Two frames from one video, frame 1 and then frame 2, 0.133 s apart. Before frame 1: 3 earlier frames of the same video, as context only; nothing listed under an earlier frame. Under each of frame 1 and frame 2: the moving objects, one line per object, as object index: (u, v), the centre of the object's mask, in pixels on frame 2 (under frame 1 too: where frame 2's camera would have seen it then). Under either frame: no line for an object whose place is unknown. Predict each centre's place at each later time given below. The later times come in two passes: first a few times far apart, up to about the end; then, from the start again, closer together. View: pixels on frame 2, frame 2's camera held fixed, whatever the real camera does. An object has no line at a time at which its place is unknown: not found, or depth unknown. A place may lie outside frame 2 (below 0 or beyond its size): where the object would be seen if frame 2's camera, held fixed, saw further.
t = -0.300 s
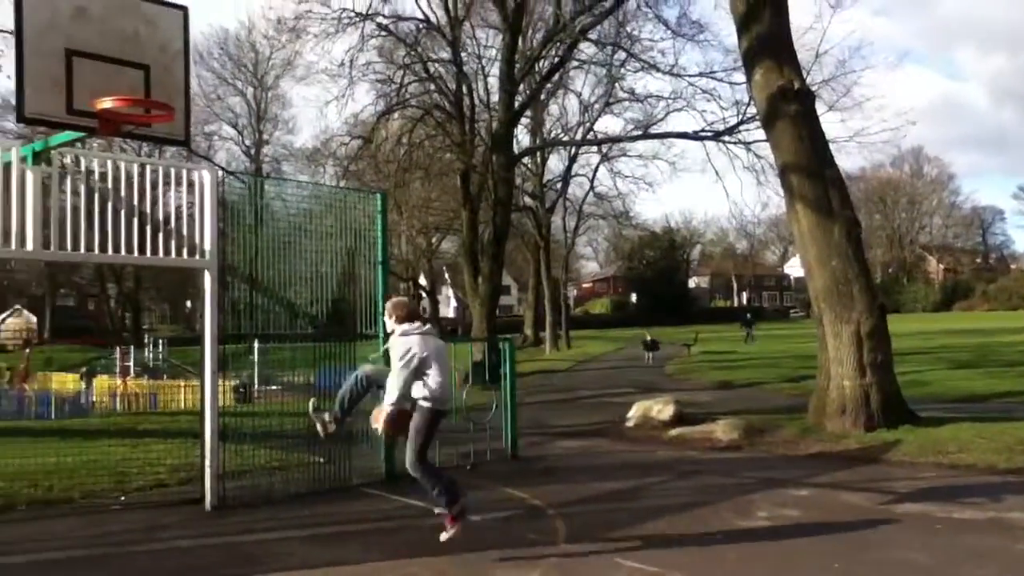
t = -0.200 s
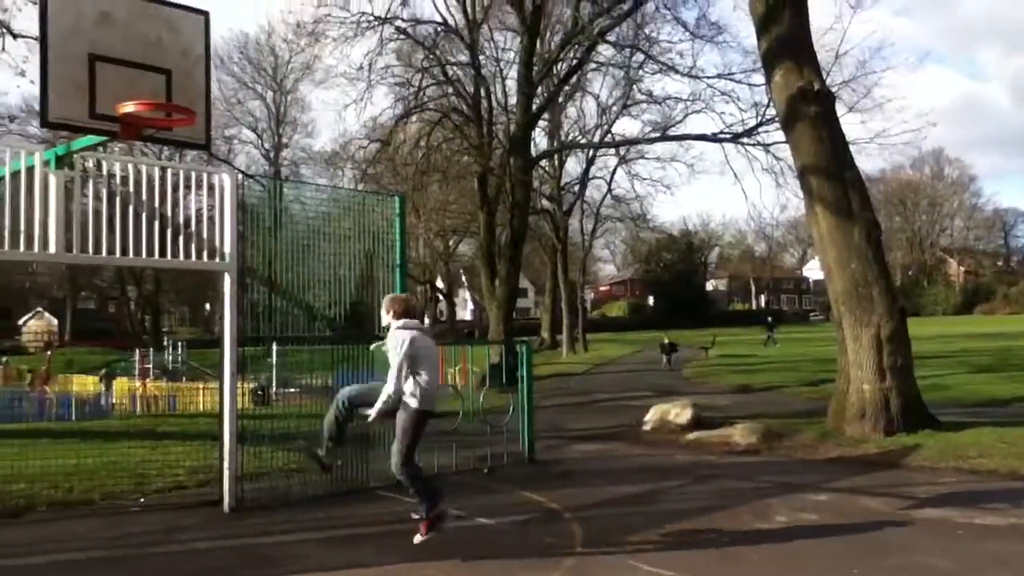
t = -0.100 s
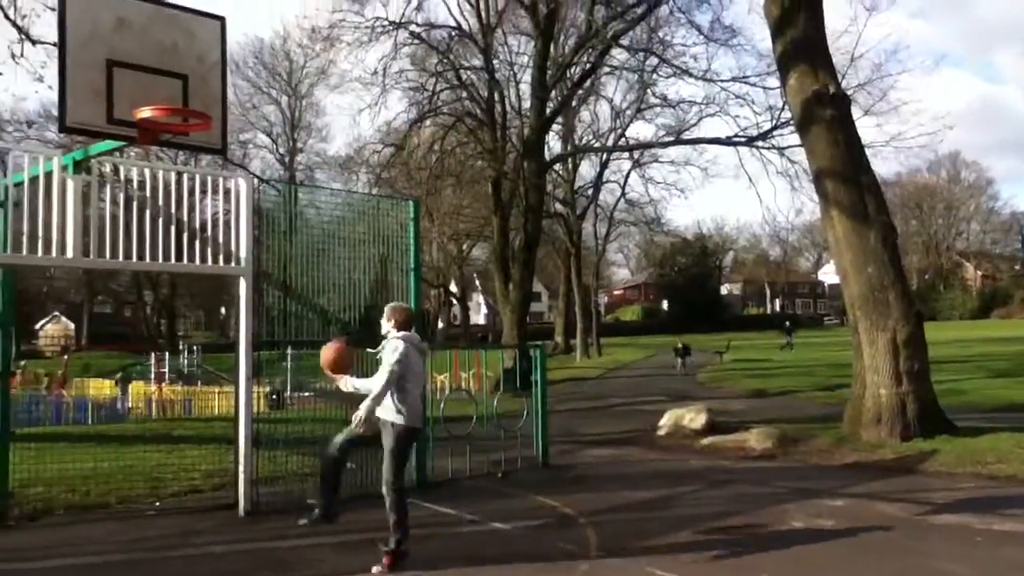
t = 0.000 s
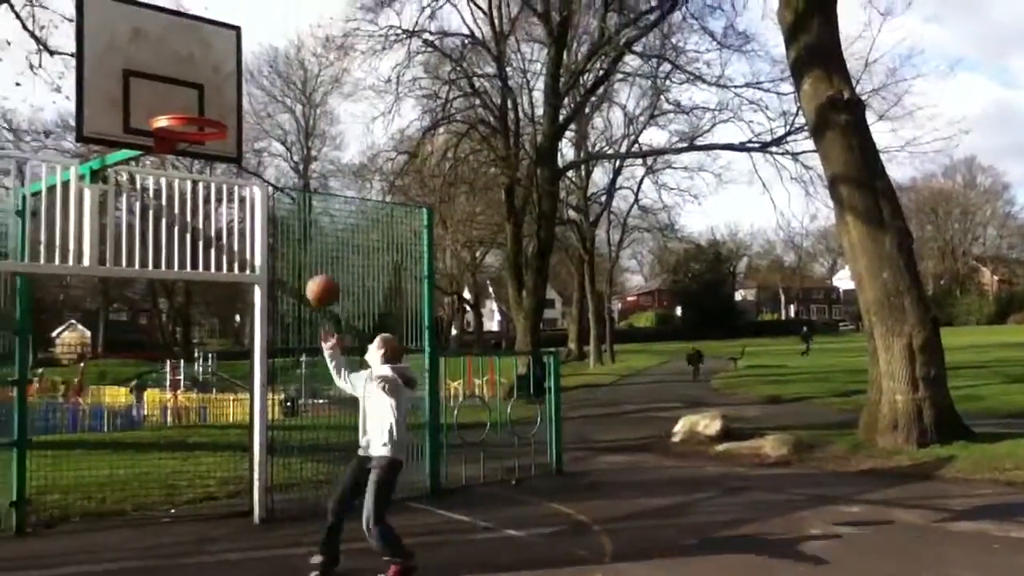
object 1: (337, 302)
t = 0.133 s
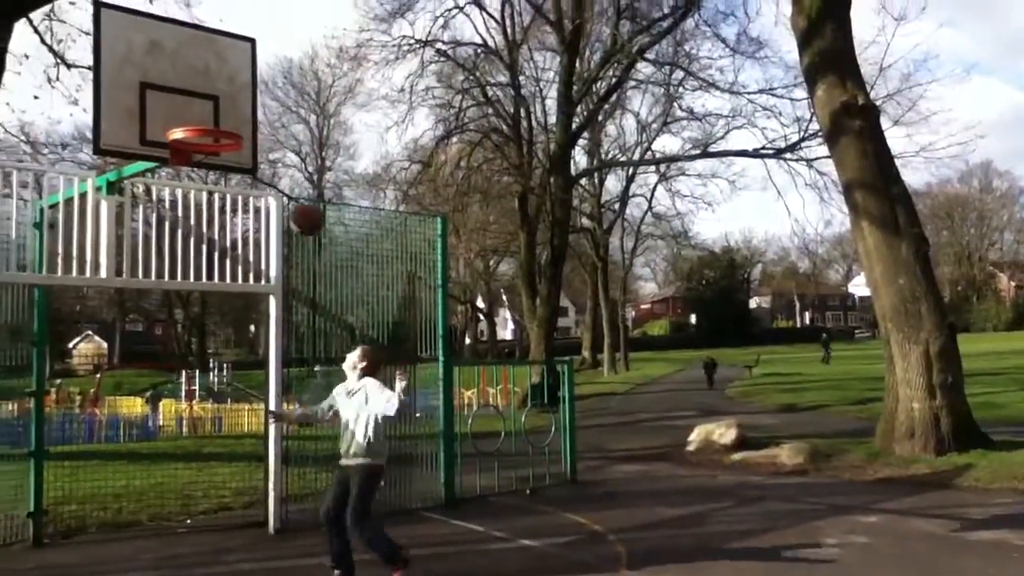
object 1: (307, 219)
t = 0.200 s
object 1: (292, 187)
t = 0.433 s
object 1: (251, 122)
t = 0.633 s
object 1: (243, 108)
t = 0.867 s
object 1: (217, 116)
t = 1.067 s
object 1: (197, 120)
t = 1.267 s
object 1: (219, 126)
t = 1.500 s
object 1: (203, 167)
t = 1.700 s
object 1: (223, 246)
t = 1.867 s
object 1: (239, 360)
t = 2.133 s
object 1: (262, 547)
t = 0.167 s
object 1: (299, 203)
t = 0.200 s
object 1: (292, 187)
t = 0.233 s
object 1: (284, 174)
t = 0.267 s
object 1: (277, 162)
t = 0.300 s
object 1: (269, 152)
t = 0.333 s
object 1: (263, 143)
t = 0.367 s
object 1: (256, 136)
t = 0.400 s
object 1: (252, 129)
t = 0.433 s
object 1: (251, 122)
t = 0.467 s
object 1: (249, 116)
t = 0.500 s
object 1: (248, 112)
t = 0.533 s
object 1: (247, 109)
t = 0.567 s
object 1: (246, 107)
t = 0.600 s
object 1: (245, 107)
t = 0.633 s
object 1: (243, 108)
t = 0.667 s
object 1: (242, 111)
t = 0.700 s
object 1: (242, 116)
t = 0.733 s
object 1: (240, 121)
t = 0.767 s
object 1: (237, 124)
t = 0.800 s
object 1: (230, 120)
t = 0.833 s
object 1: (224, 117)
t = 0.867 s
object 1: (217, 116)
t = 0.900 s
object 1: (211, 115)
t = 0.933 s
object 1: (205, 116)
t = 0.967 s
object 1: (199, 118)
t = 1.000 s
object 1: (191, 119)
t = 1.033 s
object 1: (191, 121)
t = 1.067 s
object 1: (197, 120)
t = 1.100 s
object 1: (203, 121)
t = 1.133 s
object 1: (211, 121)
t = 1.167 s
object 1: (218, 122)
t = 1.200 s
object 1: (225, 125)
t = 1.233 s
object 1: (225, 126)
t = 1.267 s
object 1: (219, 126)
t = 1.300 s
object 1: (212, 129)
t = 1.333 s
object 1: (207, 132)
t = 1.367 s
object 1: (199, 128)
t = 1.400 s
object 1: (193, 155)
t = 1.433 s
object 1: (191, 157)
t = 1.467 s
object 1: (198, 160)
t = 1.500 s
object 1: (203, 167)
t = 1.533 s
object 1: (205, 175)
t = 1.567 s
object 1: (210, 185)
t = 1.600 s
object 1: (213, 198)
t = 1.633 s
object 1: (217, 212)
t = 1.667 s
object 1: (221, 228)
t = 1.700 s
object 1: (223, 246)
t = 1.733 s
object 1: (227, 264)
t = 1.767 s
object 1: (229, 286)
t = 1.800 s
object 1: (231, 309)
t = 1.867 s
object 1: (239, 360)
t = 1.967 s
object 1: (251, 452)
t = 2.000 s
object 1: (253, 488)
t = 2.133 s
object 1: (262, 547)
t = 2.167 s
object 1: (271, 519)
